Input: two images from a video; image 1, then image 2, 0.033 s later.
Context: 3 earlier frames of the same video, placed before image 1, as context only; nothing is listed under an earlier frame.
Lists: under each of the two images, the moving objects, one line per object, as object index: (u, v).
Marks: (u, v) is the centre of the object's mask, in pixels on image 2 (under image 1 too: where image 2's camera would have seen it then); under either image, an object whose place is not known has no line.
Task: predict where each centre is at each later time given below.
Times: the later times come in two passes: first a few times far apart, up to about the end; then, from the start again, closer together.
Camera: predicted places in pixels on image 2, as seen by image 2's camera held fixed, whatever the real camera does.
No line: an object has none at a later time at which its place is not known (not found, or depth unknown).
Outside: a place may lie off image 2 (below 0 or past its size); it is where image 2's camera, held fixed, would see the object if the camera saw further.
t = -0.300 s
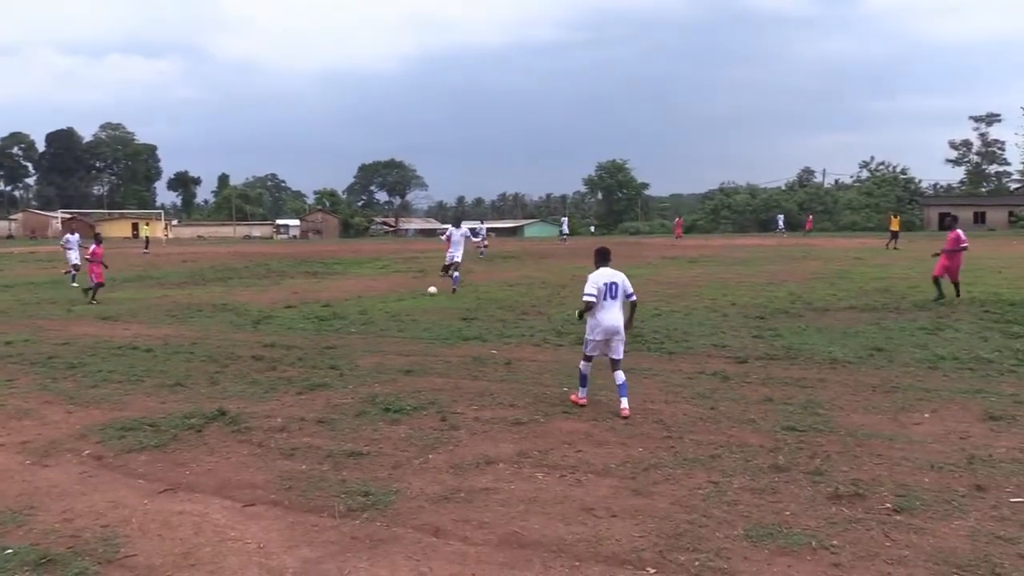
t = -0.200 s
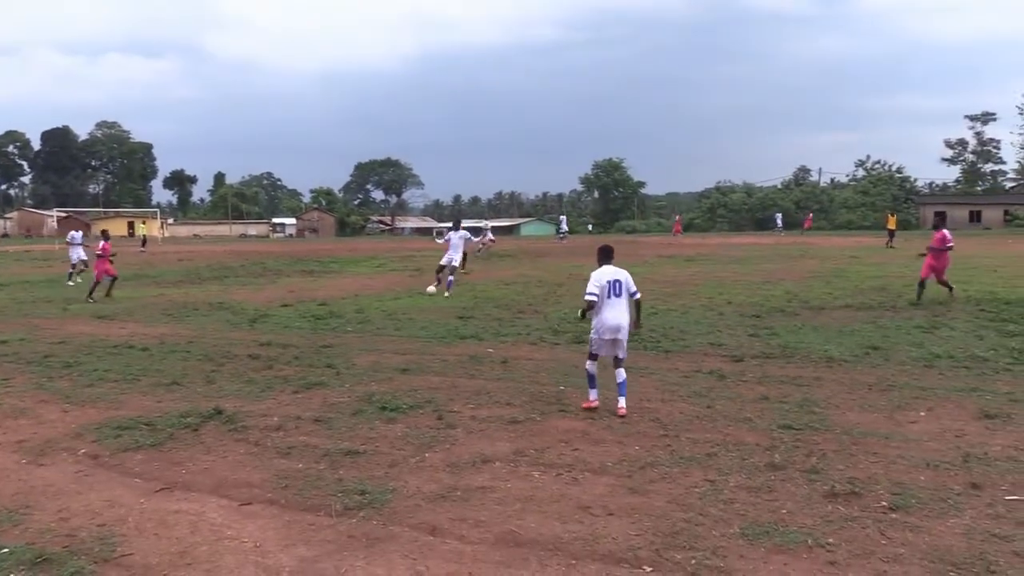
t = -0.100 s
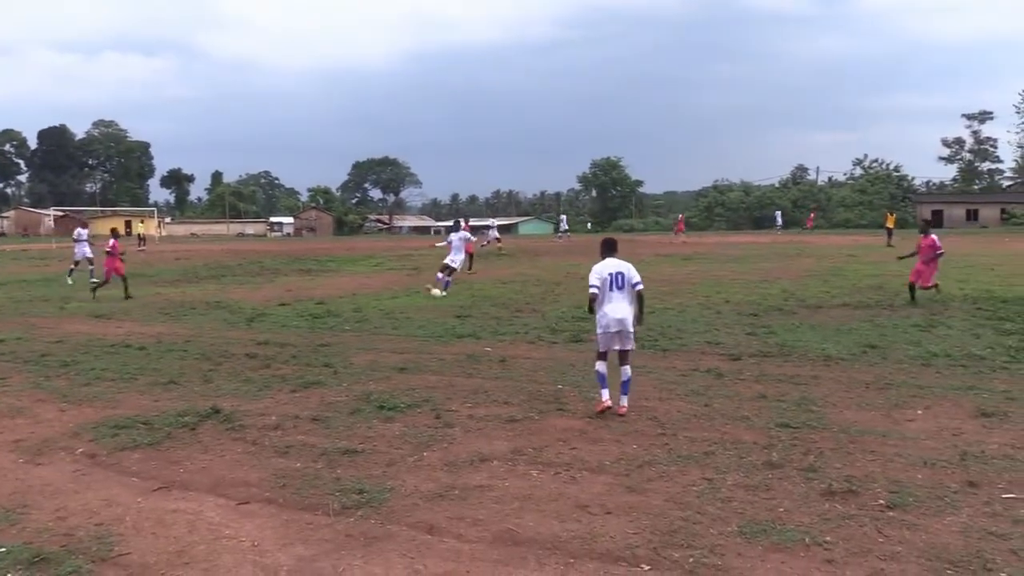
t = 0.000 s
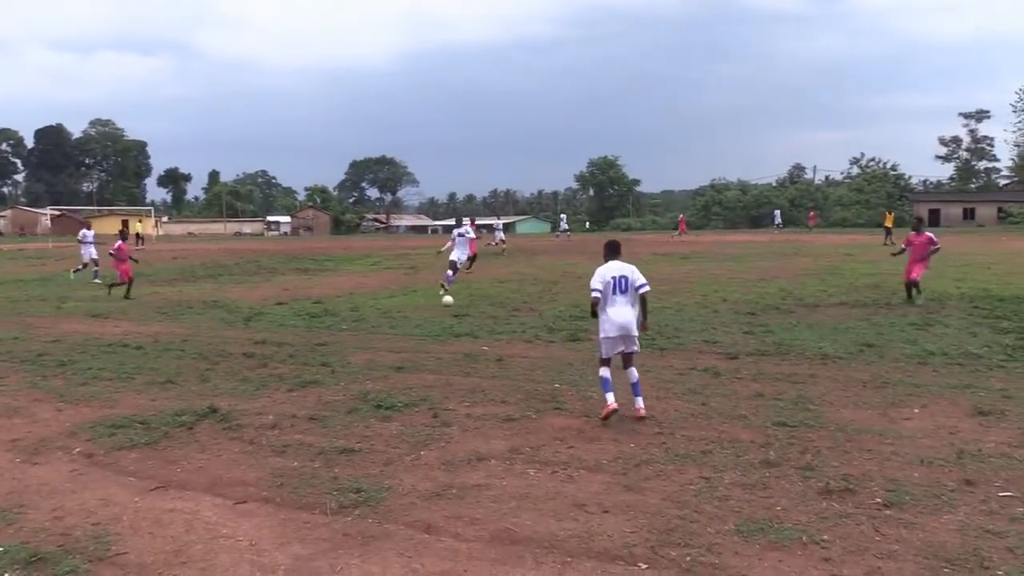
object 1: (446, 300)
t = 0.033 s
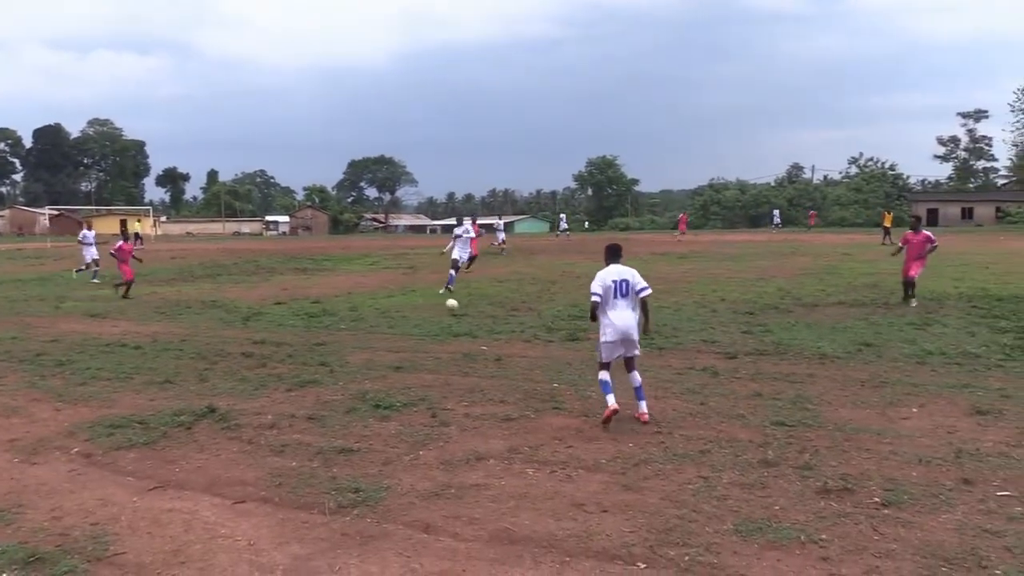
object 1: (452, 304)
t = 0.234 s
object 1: (491, 319)
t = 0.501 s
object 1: (568, 347)
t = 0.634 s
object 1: (625, 380)
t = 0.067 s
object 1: (458, 309)
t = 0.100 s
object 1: (464, 311)
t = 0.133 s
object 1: (470, 312)
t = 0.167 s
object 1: (476, 314)
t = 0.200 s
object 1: (483, 315)
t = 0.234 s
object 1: (491, 319)
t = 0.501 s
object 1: (568, 347)
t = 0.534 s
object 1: (580, 352)
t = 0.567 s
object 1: (594, 359)
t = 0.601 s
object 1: (608, 369)
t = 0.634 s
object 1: (625, 380)
